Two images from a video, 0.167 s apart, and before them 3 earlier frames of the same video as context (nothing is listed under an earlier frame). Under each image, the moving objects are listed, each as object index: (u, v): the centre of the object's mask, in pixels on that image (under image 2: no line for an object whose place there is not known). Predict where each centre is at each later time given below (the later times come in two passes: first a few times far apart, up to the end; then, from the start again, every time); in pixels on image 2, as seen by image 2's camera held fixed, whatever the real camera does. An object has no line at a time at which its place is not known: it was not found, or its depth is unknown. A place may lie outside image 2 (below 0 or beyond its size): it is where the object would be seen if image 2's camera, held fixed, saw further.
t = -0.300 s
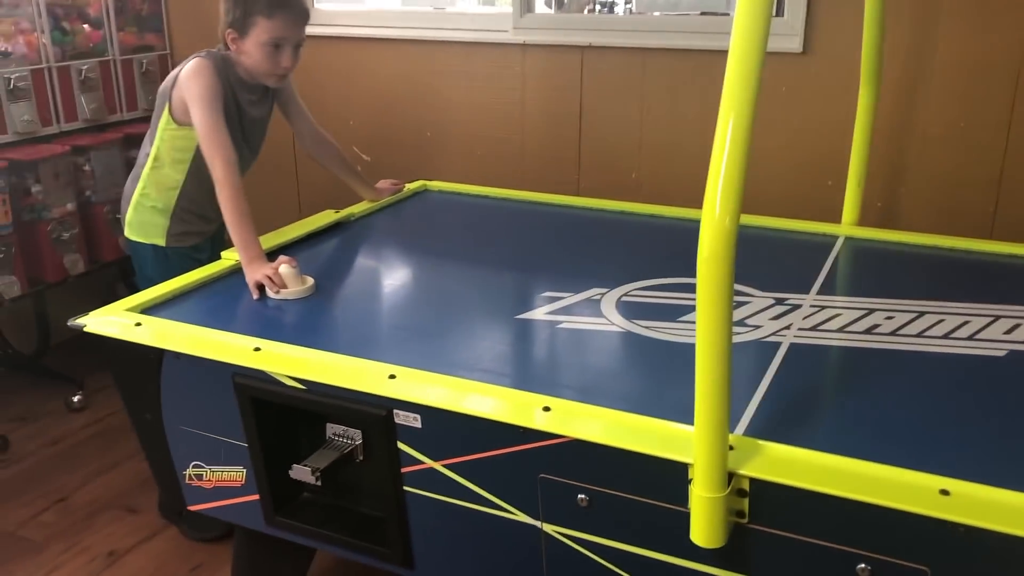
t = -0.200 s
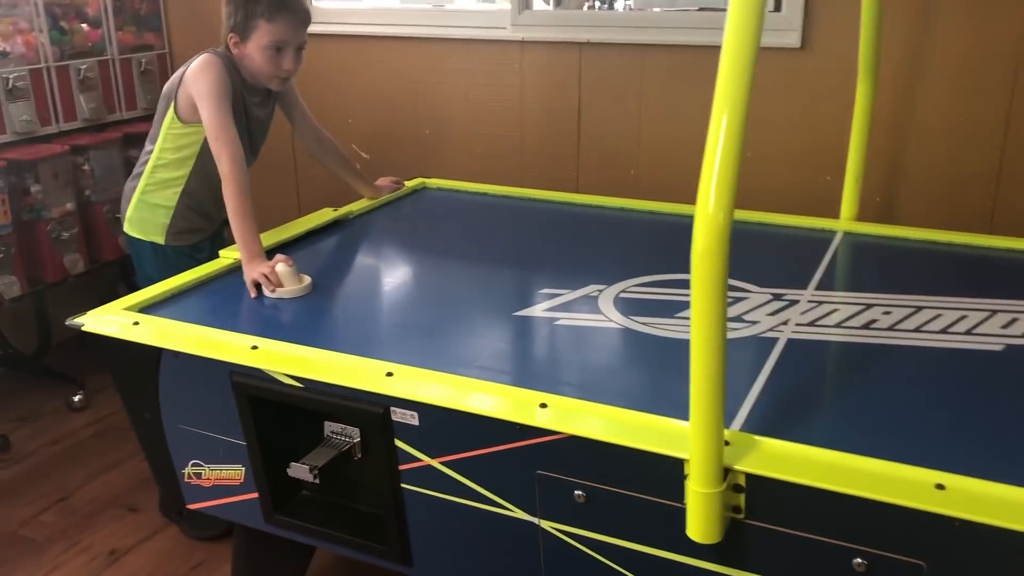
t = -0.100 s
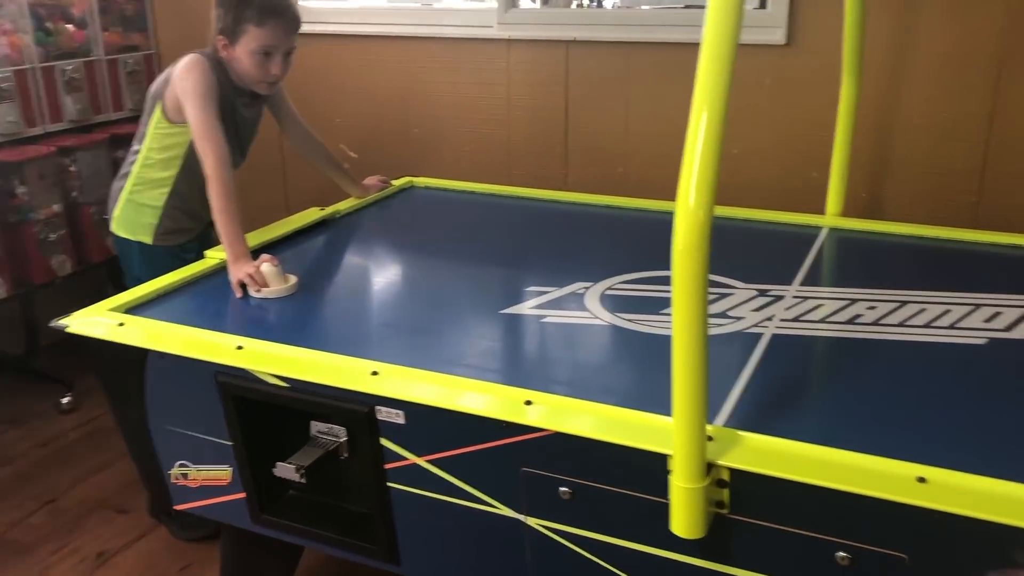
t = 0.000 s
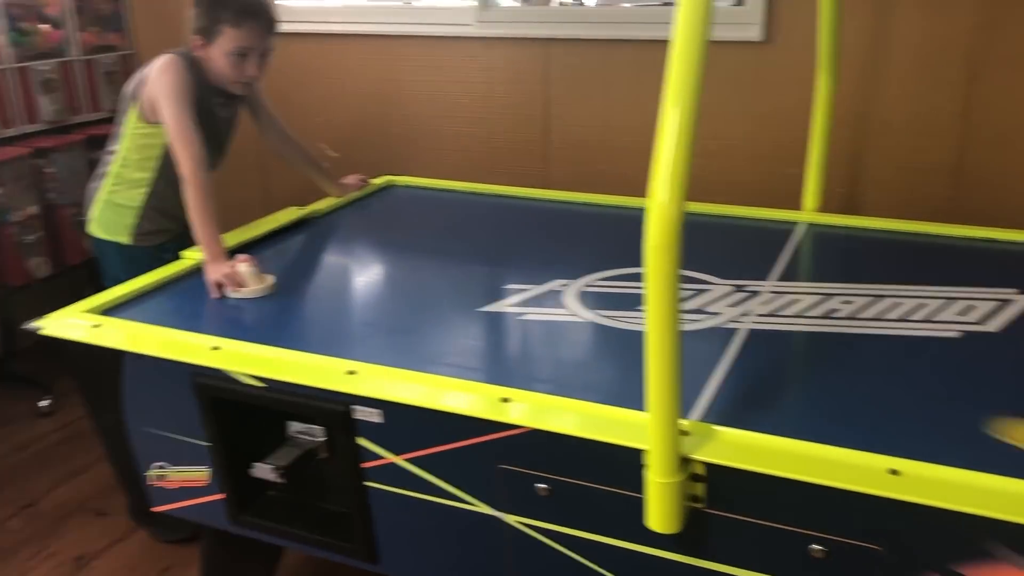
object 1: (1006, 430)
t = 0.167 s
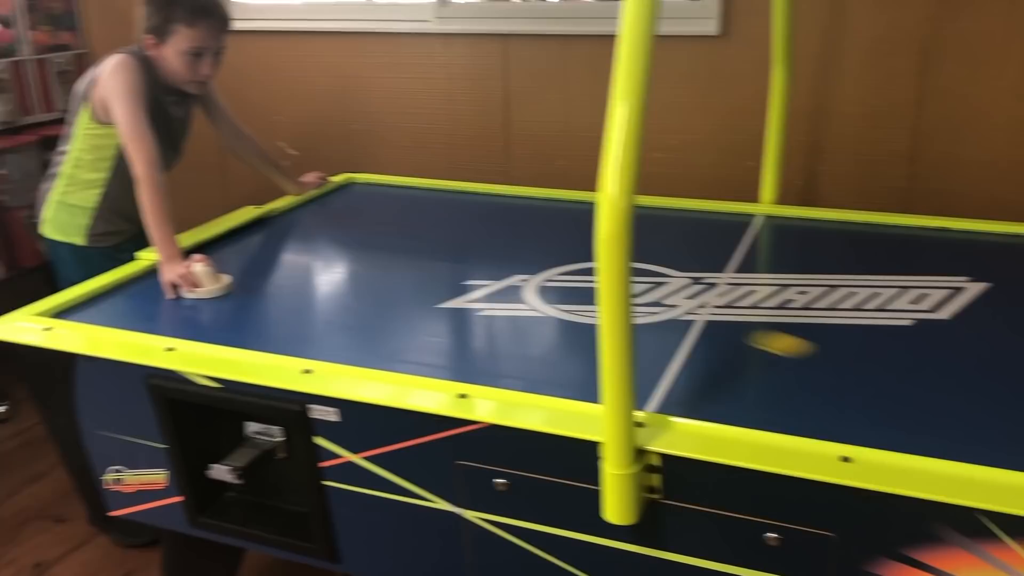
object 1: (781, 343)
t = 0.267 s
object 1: (692, 309)
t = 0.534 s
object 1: (513, 241)
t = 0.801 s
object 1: (395, 194)
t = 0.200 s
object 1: (749, 332)
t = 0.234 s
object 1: (721, 320)
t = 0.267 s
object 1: (692, 309)
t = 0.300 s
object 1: (663, 298)
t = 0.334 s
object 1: (642, 289)
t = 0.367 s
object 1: (632, 280)
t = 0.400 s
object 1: (582, 271)
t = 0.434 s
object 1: (568, 262)
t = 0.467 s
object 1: (550, 255)
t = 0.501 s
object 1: (532, 247)
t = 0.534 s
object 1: (513, 241)
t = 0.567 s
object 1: (496, 234)
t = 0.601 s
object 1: (480, 227)
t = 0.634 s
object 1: (464, 221)
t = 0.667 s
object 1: (450, 215)
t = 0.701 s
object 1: (435, 210)
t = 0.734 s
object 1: (421, 204)
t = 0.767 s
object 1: (408, 199)
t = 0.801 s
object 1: (395, 194)
